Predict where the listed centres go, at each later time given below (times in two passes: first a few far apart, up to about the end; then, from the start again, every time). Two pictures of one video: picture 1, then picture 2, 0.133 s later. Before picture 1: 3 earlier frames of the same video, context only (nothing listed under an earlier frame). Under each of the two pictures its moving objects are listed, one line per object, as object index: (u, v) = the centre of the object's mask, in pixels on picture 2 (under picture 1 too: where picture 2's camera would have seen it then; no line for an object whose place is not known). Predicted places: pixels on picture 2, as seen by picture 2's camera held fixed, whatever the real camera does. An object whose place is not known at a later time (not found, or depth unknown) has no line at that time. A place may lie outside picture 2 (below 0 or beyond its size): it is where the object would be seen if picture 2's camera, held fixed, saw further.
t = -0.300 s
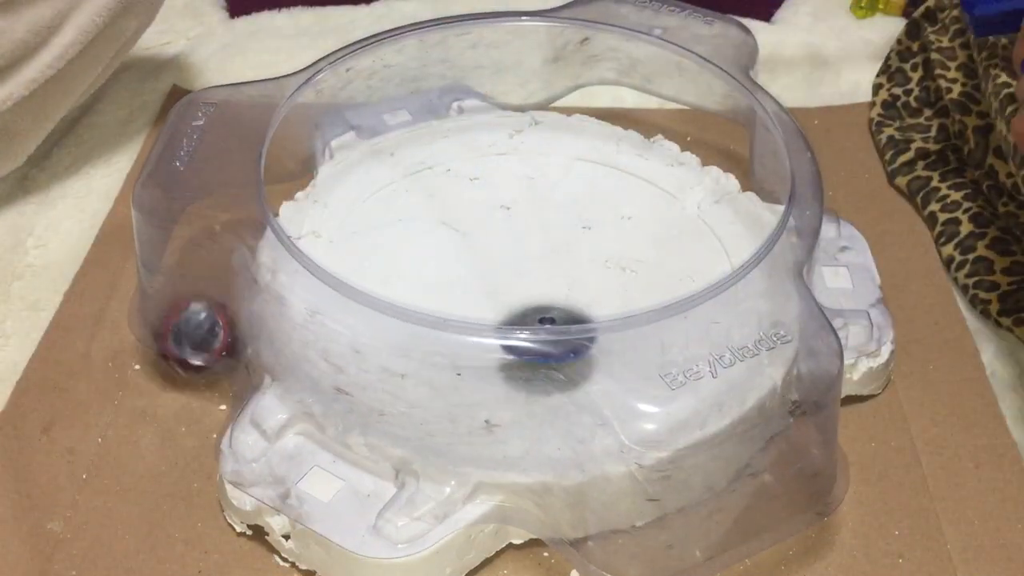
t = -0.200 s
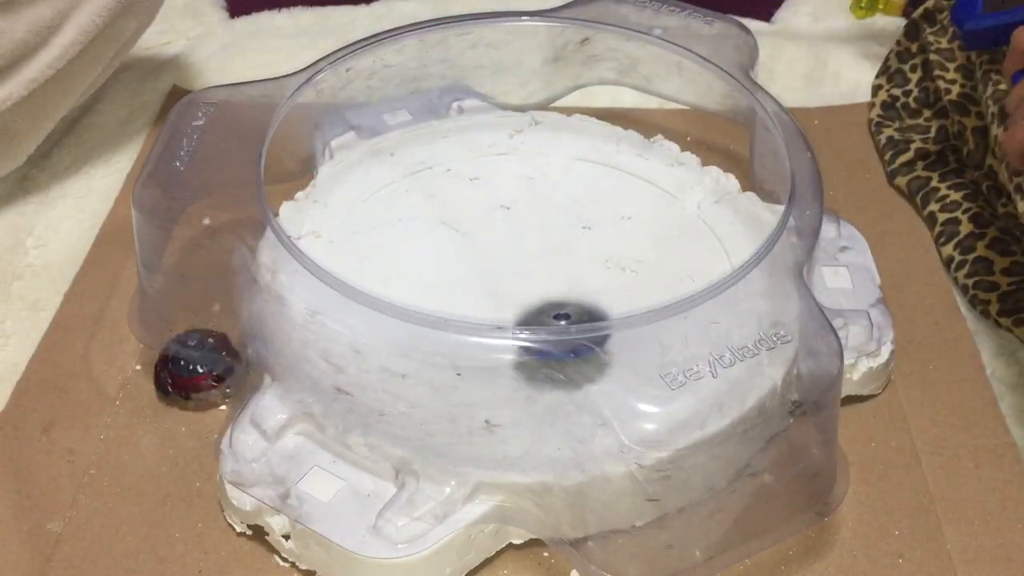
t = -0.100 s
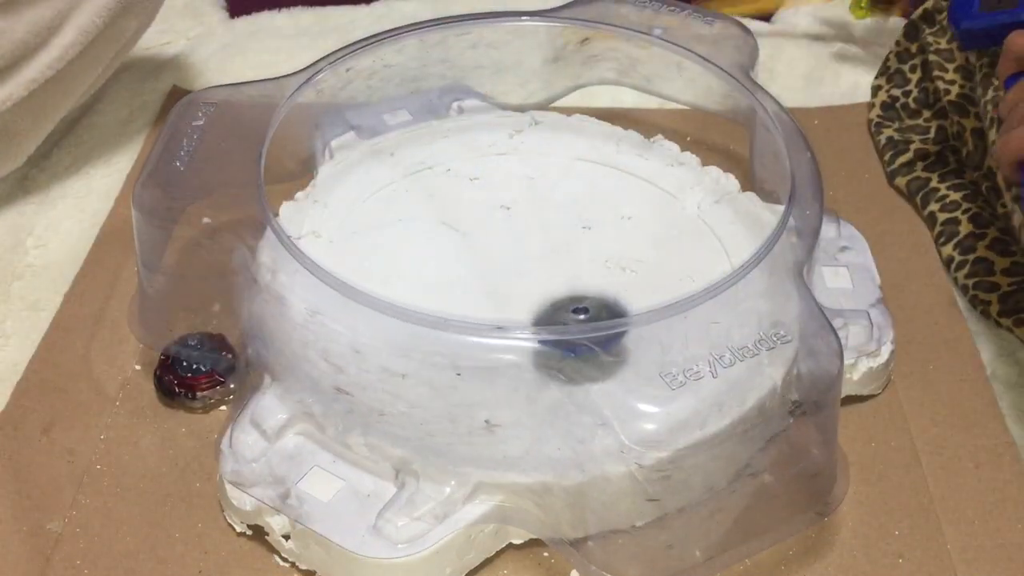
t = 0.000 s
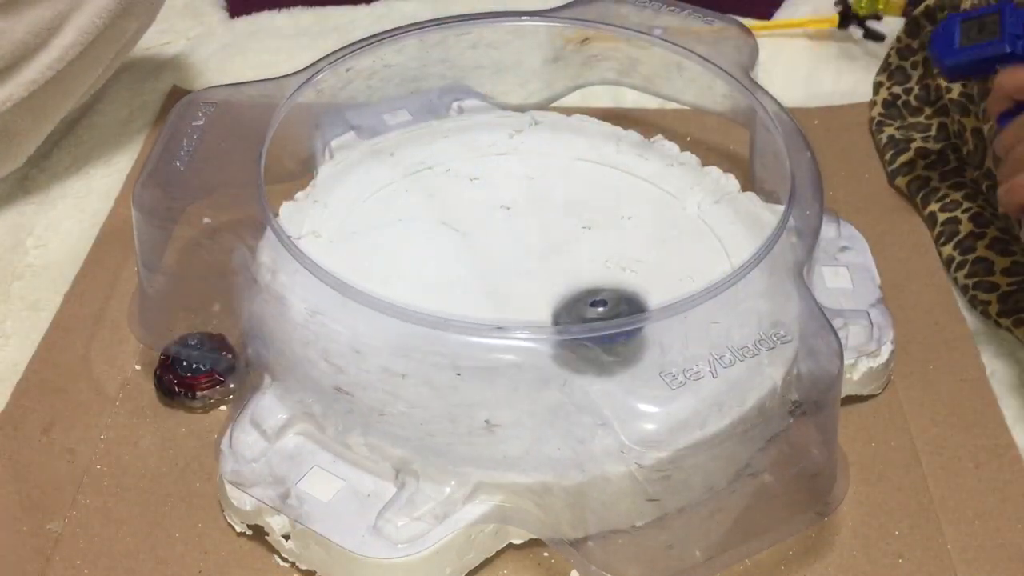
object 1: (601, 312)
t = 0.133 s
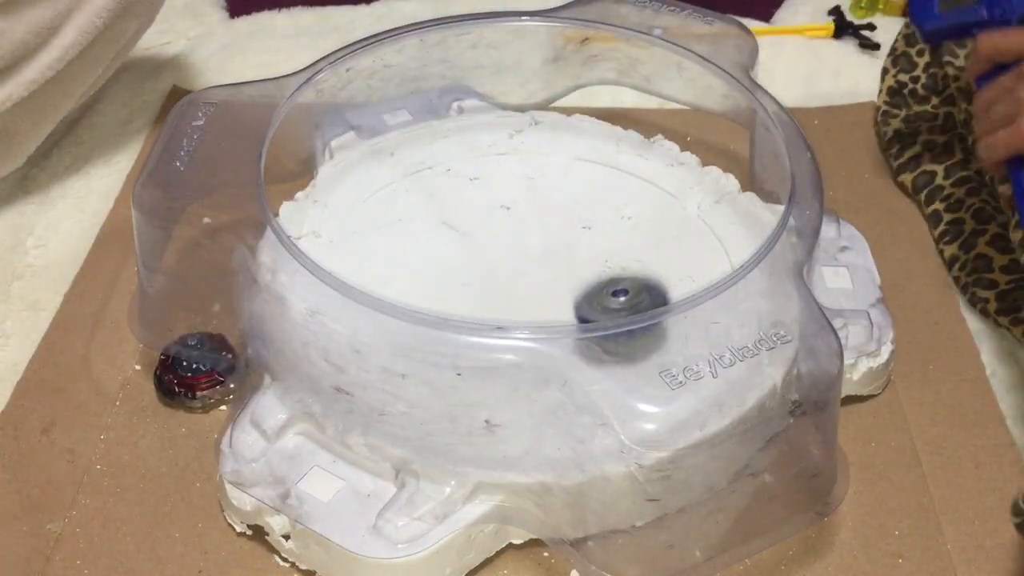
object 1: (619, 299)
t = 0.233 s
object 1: (628, 295)
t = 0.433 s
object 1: (633, 287)
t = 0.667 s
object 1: (626, 261)
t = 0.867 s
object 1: (618, 246)
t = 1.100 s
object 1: (619, 248)
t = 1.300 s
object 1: (622, 248)
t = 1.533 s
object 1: (625, 249)
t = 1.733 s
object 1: (630, 249)
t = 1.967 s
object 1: (631, 246)
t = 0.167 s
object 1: (623, 297)
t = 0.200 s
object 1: (626, 296)
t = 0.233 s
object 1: (628, 295)
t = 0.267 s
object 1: (630, 294)
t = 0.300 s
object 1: (631, 293)
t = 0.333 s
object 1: (633, 292)
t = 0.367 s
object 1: (633, 291)
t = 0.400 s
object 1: (634, 289)
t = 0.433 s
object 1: (633, 287)
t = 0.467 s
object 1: (634, 285)
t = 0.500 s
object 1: (633, 282)
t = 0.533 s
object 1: (632, 280)
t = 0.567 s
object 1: (631, 276)
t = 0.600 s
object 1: (629, 271)
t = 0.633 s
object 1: (628, 267)
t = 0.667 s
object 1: (626, 261)
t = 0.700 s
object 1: (625, 256)
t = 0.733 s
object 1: (624, 252)
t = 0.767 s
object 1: (622, 246)
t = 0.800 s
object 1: (619, 244)
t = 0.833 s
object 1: (618, 245)
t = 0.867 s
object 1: (618, 246)
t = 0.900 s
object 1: (618, 245)
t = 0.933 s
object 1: (618, 246)
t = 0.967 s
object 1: (618, 246)
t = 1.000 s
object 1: (618, 246)
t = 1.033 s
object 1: (618, 247)
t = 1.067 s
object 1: (618, 247)
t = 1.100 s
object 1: (619, 248)
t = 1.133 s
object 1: (619, 248)
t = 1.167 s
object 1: (620, 248)
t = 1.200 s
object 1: (619, 249)
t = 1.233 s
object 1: (621, 248)
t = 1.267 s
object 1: (621, 250)
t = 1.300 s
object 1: (622, 248)
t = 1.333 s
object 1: (622, 249)
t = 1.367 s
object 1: (623, 249)
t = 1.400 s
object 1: (623, 249)
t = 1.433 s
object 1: (623, 249)
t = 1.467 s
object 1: (624, 249)
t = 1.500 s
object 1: (625, 249)
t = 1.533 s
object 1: (625, 249)
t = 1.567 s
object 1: (626, 249)
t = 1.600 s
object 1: (627, 249)
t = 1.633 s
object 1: (628, 249)
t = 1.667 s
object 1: (628, 249)
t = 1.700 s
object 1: (629, 249)
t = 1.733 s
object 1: (630, 249)
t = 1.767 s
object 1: (630, 249)
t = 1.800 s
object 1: (631, 249)
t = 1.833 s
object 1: (631, 249)
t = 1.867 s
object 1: (631, 248)
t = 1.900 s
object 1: (632, 250)
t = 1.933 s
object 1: (634, 248)
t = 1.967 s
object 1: (631, 246)
